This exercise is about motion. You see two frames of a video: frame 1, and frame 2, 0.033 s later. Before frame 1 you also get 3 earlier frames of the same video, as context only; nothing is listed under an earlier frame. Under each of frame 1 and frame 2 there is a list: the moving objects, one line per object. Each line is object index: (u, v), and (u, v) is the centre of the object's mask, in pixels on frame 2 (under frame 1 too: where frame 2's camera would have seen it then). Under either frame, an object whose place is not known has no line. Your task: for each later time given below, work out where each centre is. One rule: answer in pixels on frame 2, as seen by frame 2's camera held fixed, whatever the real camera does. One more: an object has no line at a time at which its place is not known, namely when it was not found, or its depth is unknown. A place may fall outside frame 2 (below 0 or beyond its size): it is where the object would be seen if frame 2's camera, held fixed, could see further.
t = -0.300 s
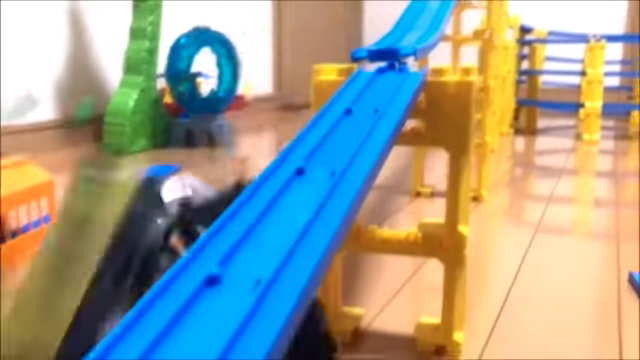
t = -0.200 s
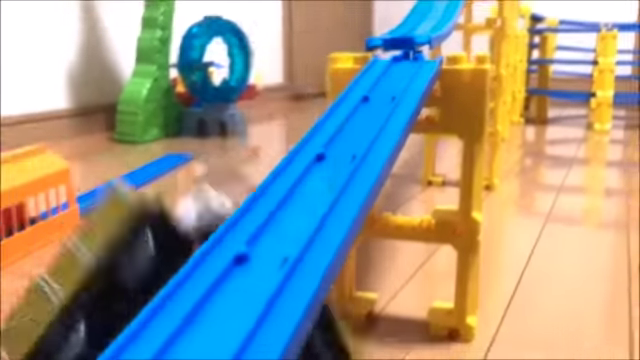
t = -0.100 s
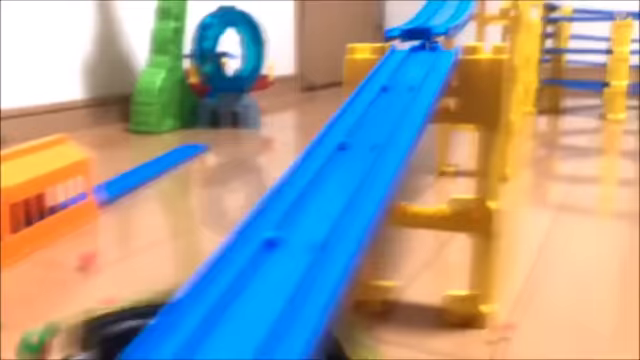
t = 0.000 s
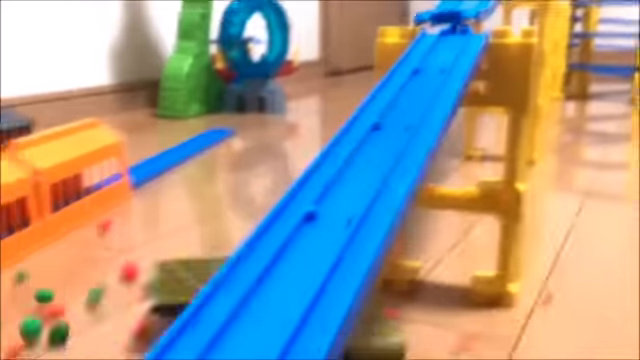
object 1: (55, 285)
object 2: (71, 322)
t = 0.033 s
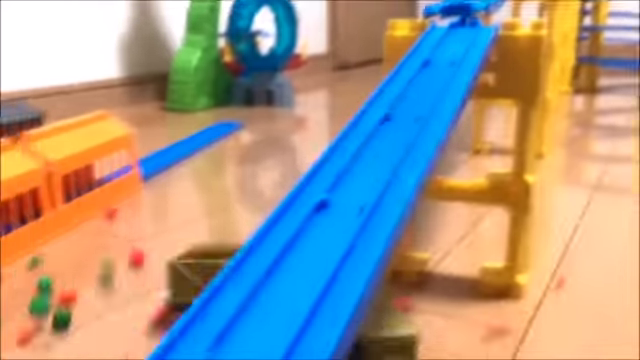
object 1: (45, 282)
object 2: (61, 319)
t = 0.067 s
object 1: (38, 276)
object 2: (58, 313)
